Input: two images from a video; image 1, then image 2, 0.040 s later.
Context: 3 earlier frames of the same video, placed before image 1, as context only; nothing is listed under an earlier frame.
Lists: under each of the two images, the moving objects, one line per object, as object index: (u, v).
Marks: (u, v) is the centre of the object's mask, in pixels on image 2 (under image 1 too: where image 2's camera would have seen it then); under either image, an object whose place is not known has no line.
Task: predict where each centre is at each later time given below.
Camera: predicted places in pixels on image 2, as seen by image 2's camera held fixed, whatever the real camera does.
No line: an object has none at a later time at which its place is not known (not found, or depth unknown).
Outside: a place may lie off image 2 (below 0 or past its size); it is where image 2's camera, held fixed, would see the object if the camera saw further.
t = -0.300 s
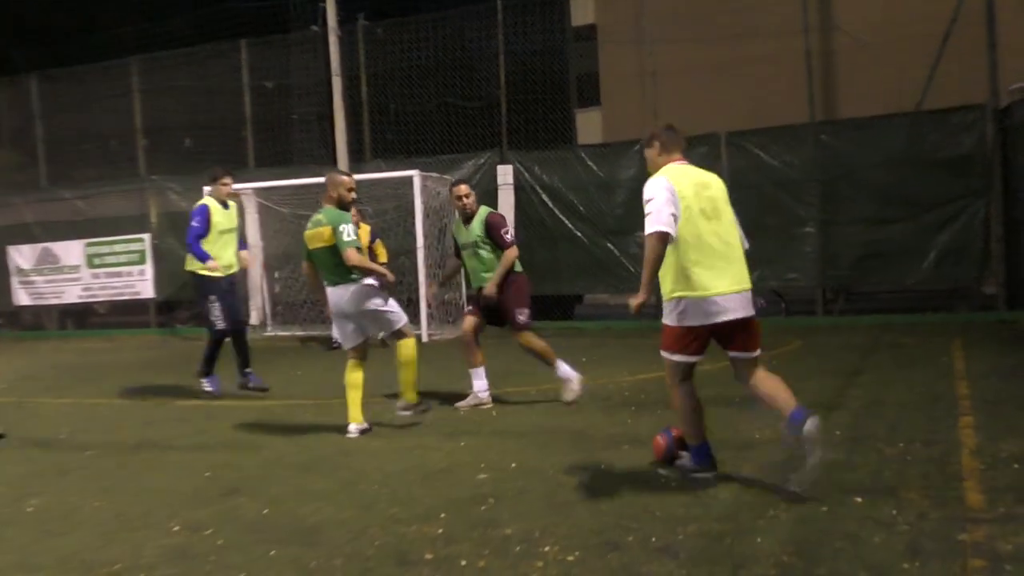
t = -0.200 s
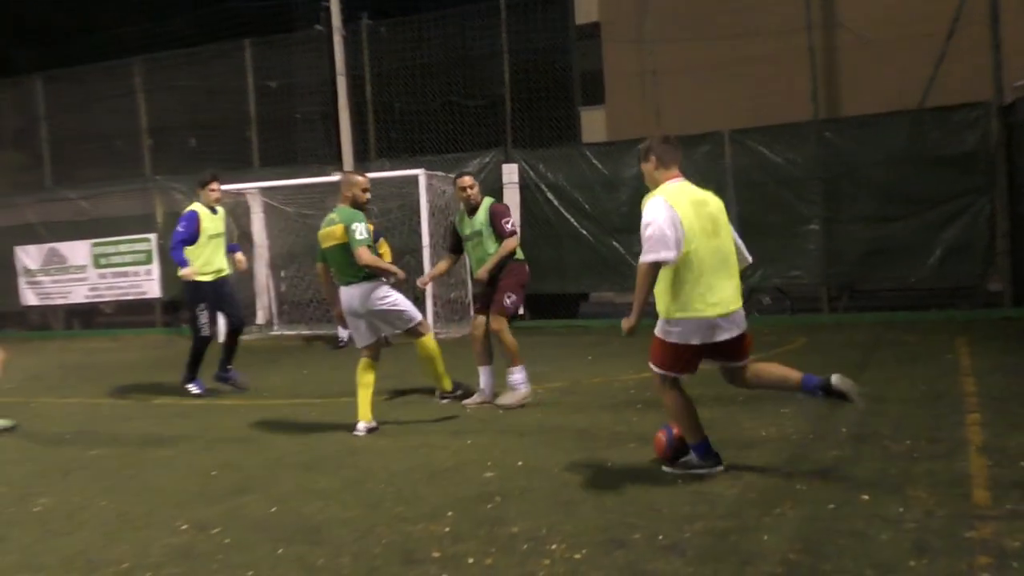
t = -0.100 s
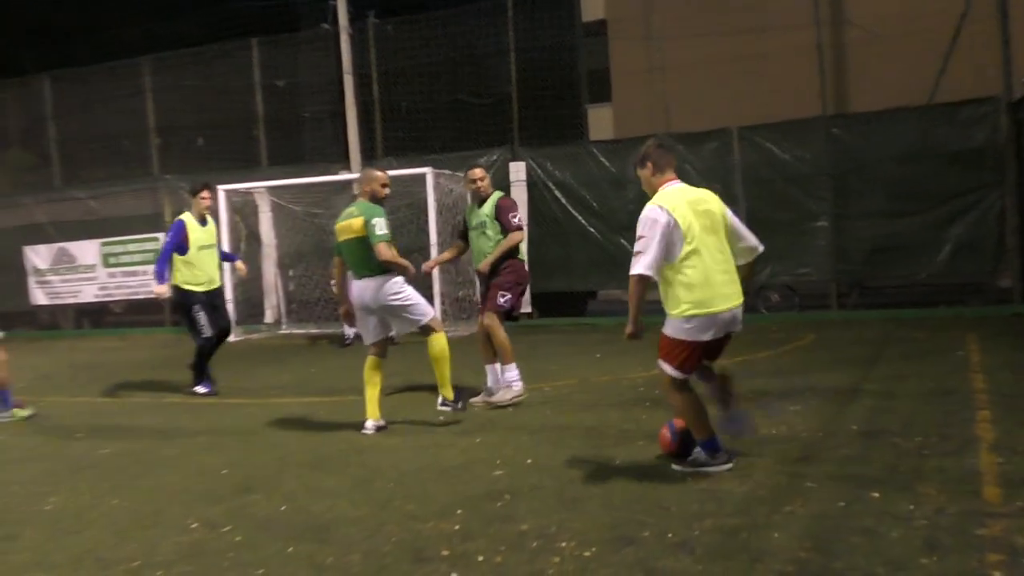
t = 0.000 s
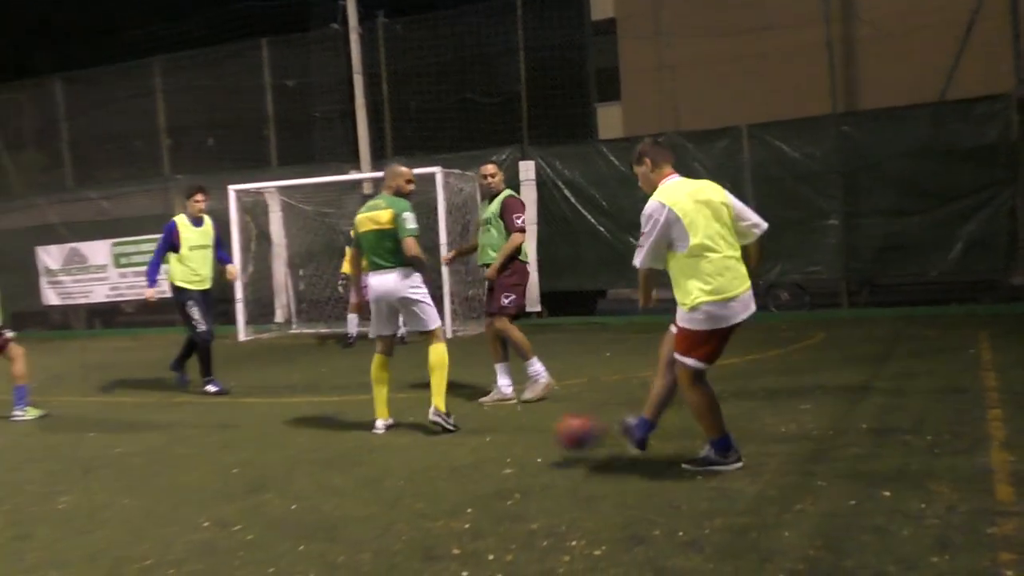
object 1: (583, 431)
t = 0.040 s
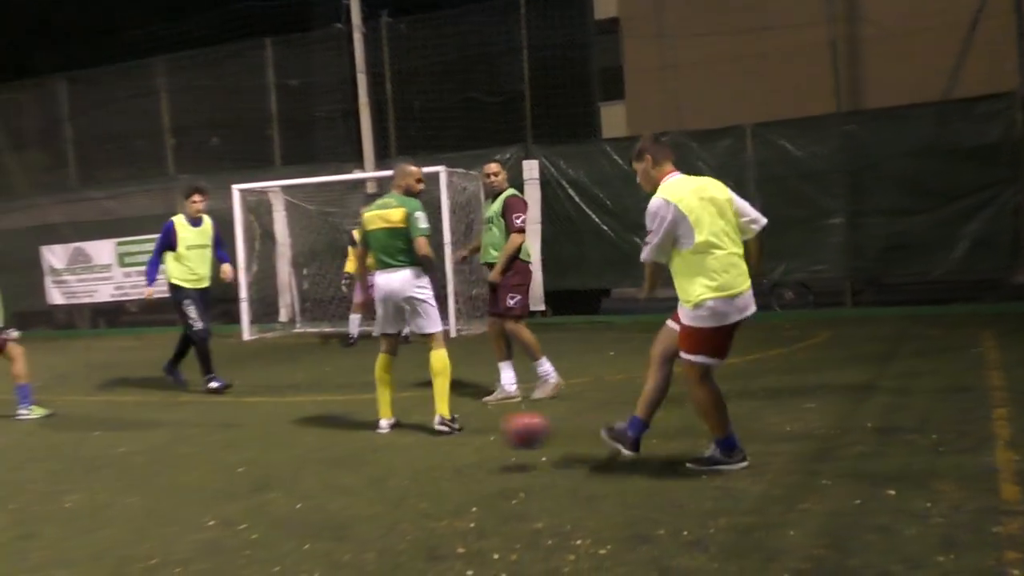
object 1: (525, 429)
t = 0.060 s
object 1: (498, 430)
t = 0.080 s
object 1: (471, 433)
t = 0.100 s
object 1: (441, 435)
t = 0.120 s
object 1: (410, 438)
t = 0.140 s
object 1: (380, 443)
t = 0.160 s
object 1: (351, 449)
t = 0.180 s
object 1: (322, 456)
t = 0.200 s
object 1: (292, 462)
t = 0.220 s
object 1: (261, 472)
